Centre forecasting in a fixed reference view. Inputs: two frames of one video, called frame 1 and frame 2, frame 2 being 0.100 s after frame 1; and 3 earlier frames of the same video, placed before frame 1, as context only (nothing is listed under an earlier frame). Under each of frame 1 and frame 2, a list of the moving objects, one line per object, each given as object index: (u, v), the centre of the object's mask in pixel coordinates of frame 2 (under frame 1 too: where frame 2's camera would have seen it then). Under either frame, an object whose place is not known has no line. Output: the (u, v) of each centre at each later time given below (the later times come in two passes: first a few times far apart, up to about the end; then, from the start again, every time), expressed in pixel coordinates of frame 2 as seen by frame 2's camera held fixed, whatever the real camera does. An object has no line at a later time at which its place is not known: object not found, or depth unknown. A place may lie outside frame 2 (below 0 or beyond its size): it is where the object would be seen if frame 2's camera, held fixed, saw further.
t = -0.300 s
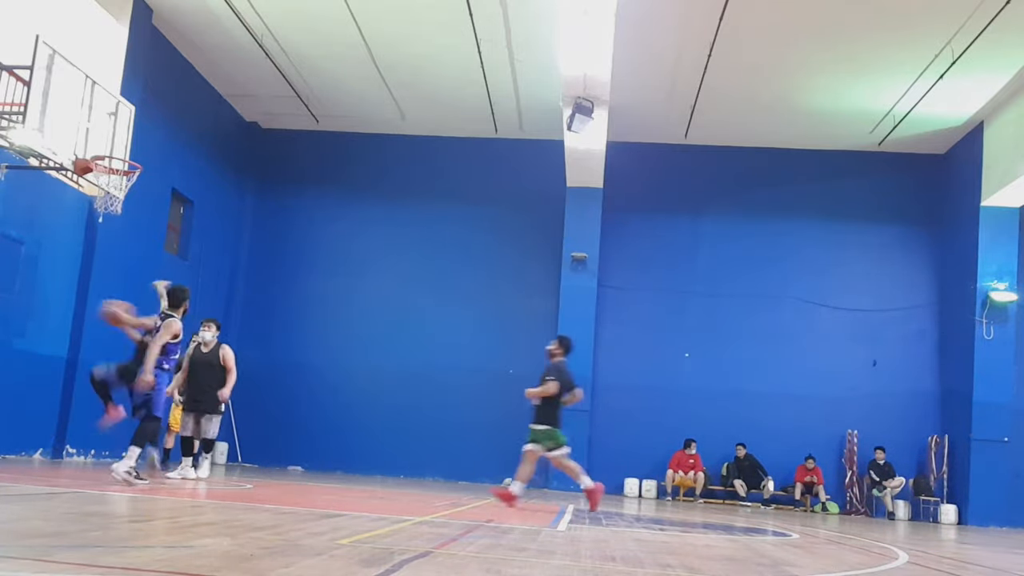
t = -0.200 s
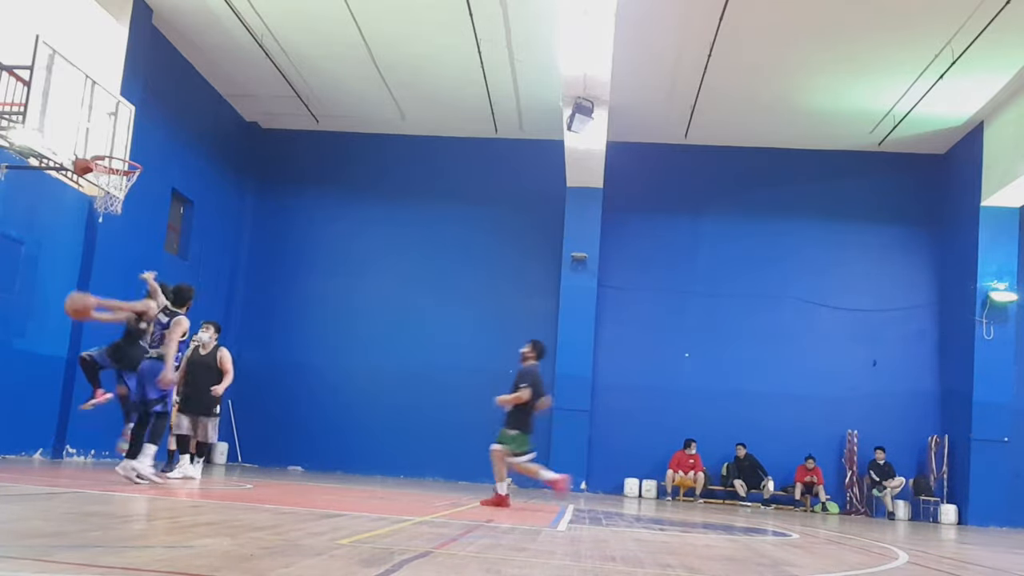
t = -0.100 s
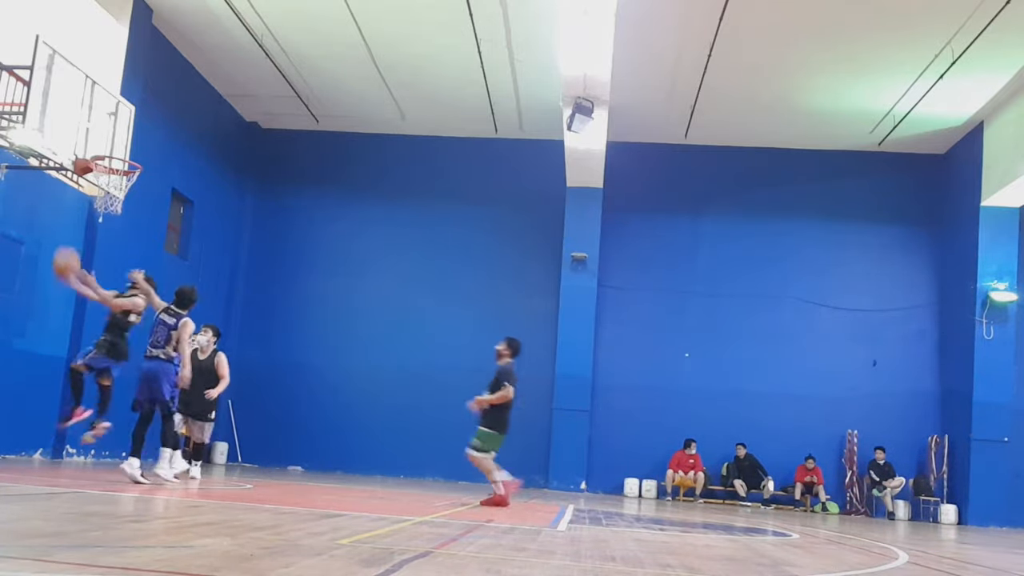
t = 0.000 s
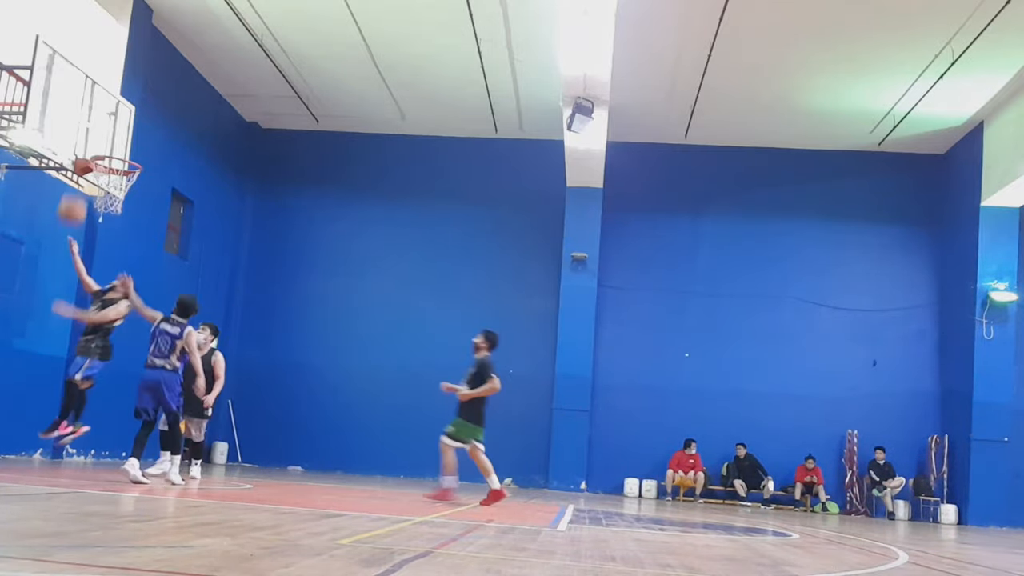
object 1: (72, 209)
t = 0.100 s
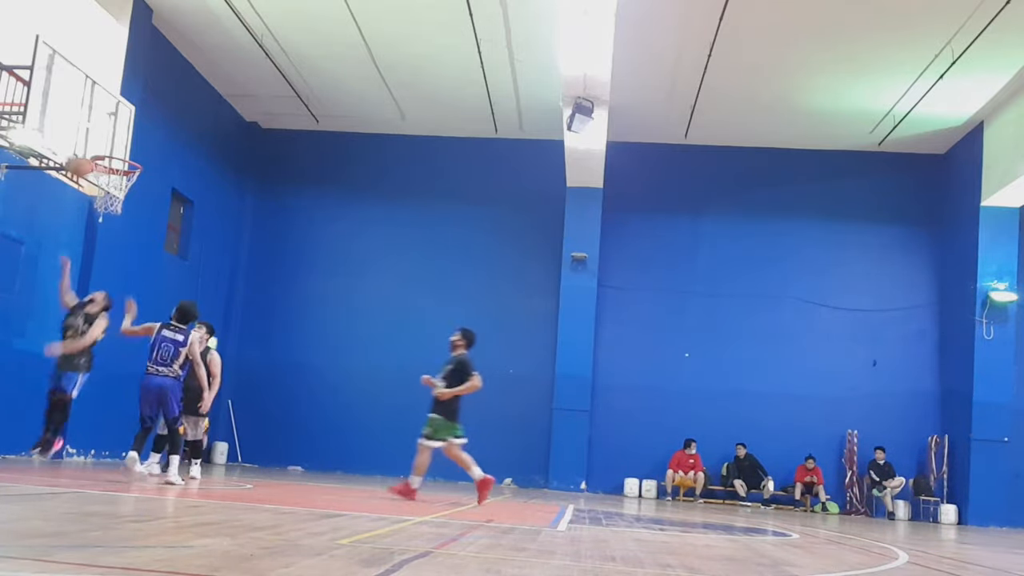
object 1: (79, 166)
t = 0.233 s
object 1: (85, 125)
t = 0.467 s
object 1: (89, 94)
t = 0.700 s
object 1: (88, 112)
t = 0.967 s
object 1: (96, 132)
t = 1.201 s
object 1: (105, 121)
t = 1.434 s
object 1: (115, 149)
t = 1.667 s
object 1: (126, 153)
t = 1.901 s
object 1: (111, 166)
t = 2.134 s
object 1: (106, 197)
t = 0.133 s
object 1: (80, 157)
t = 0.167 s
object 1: (82, 142)
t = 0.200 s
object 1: (84, 132)
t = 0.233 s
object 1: (85, 125)
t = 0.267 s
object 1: (86, 116)
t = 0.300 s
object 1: (87, 110)
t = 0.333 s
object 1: (88, 105)
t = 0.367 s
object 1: (88, 100)
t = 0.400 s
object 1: (89, 97)
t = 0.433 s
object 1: (89, 95)
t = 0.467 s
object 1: (89, 94)
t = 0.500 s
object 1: (89, 94)
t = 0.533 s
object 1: (89, 95)
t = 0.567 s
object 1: (89, 96)
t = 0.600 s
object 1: (88, 100)
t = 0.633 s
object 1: (87, 104)
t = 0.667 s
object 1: (87, 109)
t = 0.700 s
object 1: (88, 112)
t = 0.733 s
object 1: (89, 116)
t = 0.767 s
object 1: (90, 121)
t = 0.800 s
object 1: (90, 127)
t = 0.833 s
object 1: (90, 133)
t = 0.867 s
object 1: (92, 142)
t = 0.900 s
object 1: (93, 144)
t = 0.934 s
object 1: (95, 137)
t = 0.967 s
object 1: (96, 132)
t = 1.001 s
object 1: (98, 127)
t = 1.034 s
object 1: (99, 124)
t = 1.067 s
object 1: (101, 121)
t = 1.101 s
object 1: (102, 120)
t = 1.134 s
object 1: (102, 120)
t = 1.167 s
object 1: (103, 120)
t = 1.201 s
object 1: (105, 121)
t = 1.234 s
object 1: (105, 124)
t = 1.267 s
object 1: (106, 128)
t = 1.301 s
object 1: (106, 133)
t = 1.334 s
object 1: (105, 139)
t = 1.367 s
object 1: (106, 146)
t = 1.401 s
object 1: (109, 148)
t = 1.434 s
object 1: (115, 149)
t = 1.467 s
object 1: (120, 151)
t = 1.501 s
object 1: (125, 153)
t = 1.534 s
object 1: (131, 156)
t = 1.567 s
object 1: (133, 158)
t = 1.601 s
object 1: (131, 155)
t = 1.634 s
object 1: (128, 154)
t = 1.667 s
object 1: (126, 153)
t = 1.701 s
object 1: (124, 153)
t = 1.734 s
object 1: (121, 155)
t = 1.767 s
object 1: (118, 157)
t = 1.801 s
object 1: (115, 161)
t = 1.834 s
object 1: (115, 161)
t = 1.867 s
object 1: (113, 163)
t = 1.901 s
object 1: (111, 166)
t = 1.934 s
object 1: (110, 169)
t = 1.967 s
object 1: (107, 173)
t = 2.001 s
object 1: (106, 179)
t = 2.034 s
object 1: (103, 182)
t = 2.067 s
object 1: (104, 188)
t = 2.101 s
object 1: (105, 192)
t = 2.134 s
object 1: (106, 197)
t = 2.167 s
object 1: (106, 202)
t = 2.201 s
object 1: (106, 208)
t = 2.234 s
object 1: (106, 216)
